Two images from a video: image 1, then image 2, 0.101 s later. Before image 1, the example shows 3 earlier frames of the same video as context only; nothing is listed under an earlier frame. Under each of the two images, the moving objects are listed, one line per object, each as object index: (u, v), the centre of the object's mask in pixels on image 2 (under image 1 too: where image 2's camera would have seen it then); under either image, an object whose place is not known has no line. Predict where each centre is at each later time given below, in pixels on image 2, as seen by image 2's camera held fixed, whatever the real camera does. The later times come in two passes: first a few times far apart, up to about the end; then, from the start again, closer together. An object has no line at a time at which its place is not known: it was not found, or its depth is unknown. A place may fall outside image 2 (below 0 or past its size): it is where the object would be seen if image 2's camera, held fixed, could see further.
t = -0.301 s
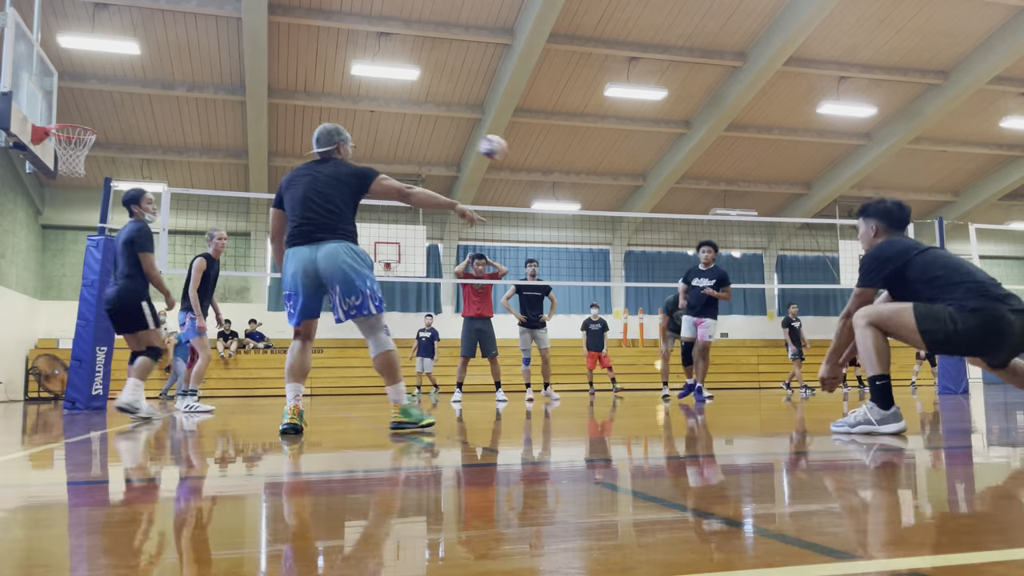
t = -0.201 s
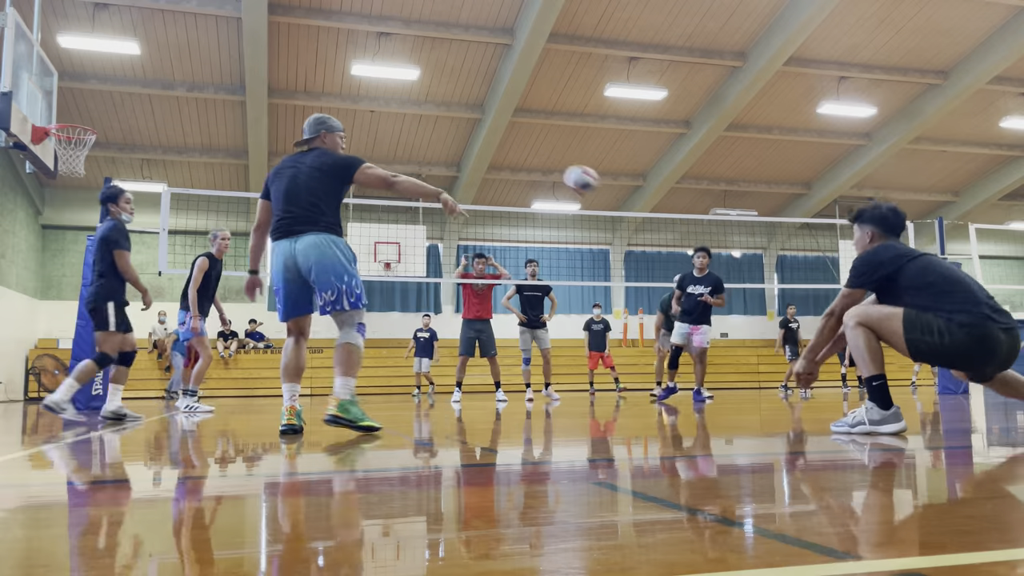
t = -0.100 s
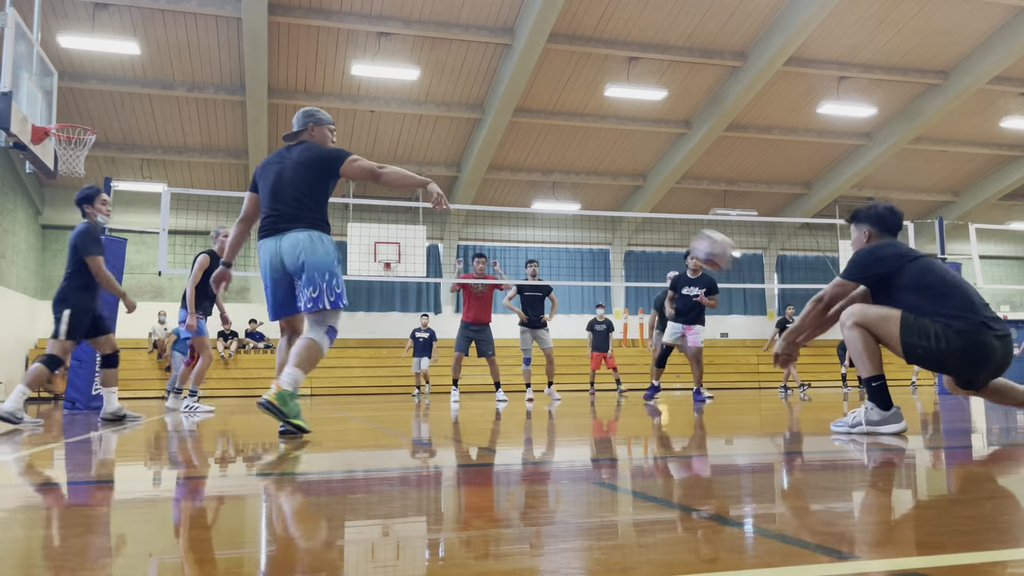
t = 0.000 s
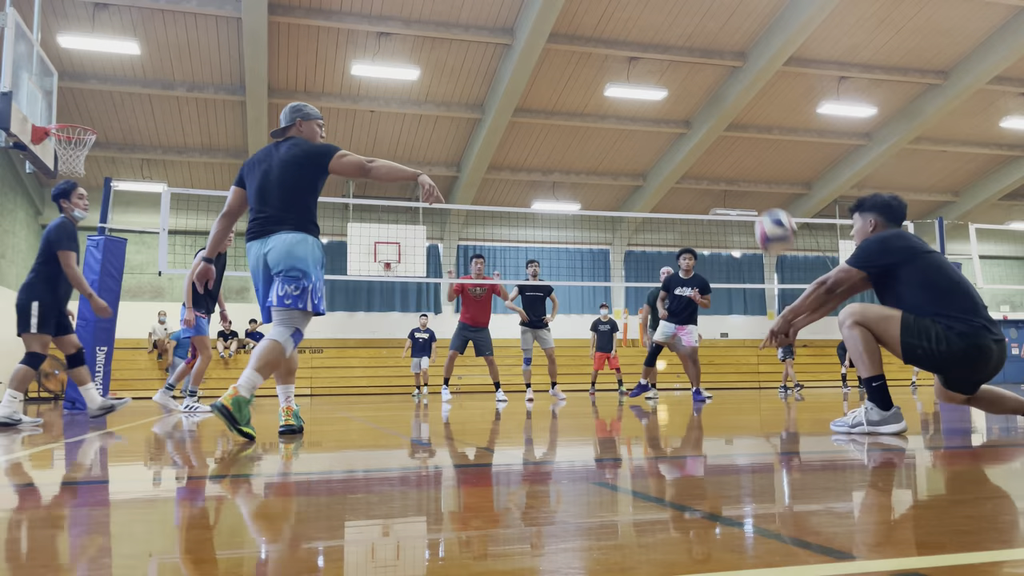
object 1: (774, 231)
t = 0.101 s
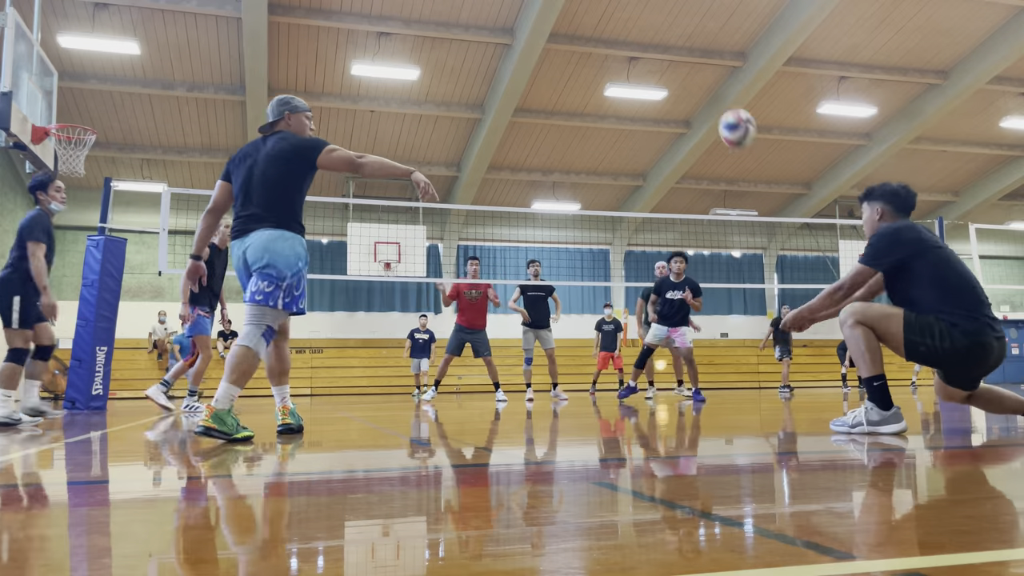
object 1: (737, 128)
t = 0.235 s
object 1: (700, 44)
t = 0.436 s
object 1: (662, 3)
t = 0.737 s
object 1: (631, 13)
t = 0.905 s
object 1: (618, 54)
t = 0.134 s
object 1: (724, 100)
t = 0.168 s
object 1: (716, 79)
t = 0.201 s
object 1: (708, 61)
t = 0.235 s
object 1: (700, 44)
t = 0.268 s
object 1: (693, 31)
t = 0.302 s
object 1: (686, 20)
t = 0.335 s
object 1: (679, 12)
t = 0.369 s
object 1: (673, 8)
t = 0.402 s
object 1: (667, 5)
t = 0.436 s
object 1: (662, 3)
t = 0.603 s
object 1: (642, 3)
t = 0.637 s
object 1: (639, 4)
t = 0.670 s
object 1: (636, 6)
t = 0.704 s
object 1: (633, 8)
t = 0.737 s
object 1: (631, 13)
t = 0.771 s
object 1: (628, 19)
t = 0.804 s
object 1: (625, 28)
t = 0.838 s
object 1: (623, 36)
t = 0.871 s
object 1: (621, 45)
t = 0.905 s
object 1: (618, 54)
